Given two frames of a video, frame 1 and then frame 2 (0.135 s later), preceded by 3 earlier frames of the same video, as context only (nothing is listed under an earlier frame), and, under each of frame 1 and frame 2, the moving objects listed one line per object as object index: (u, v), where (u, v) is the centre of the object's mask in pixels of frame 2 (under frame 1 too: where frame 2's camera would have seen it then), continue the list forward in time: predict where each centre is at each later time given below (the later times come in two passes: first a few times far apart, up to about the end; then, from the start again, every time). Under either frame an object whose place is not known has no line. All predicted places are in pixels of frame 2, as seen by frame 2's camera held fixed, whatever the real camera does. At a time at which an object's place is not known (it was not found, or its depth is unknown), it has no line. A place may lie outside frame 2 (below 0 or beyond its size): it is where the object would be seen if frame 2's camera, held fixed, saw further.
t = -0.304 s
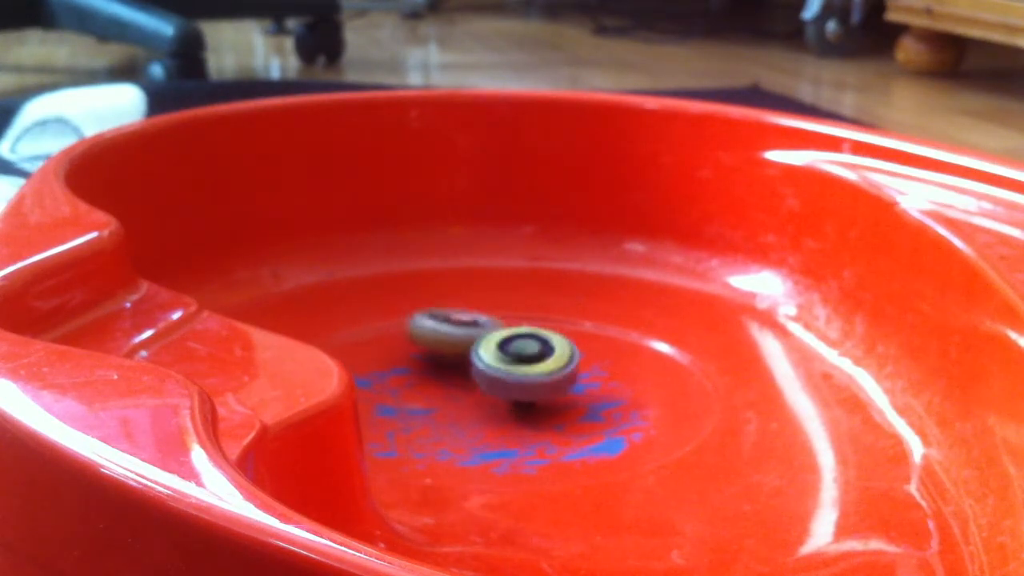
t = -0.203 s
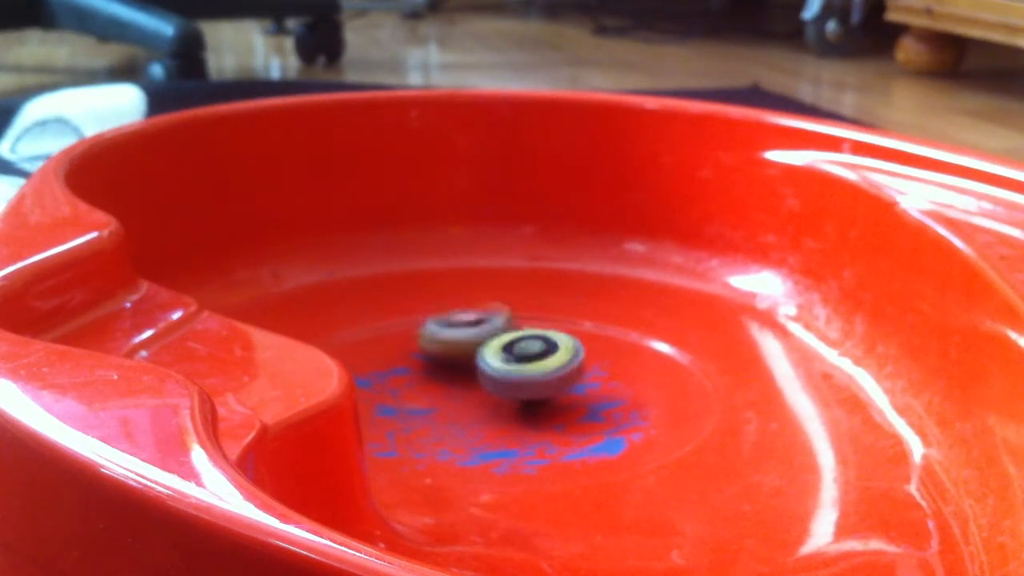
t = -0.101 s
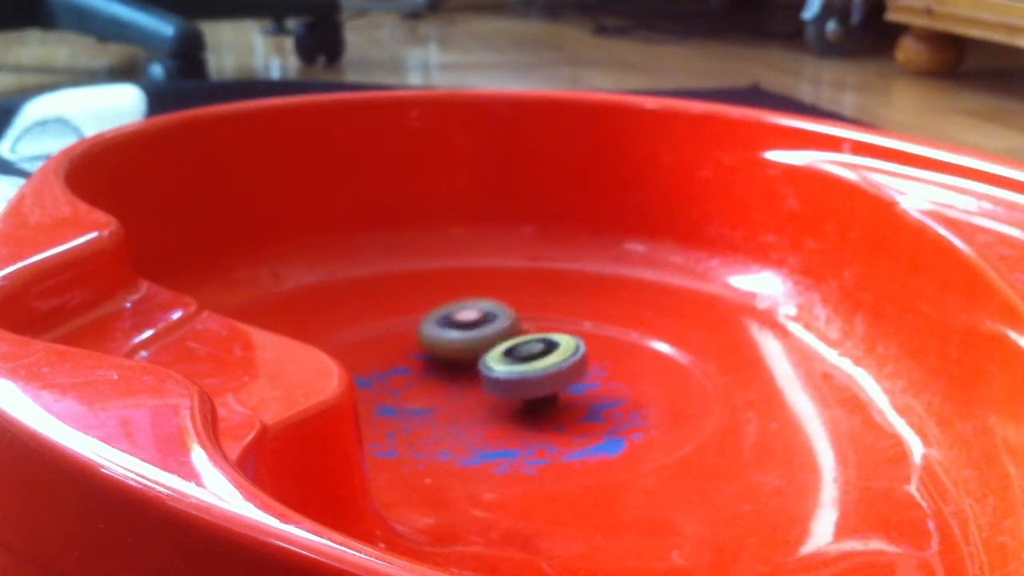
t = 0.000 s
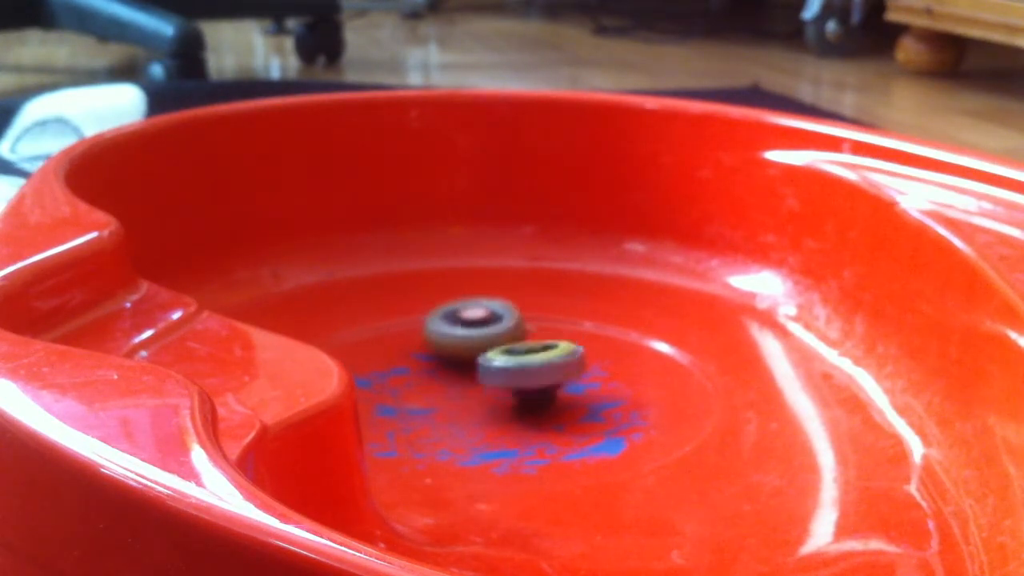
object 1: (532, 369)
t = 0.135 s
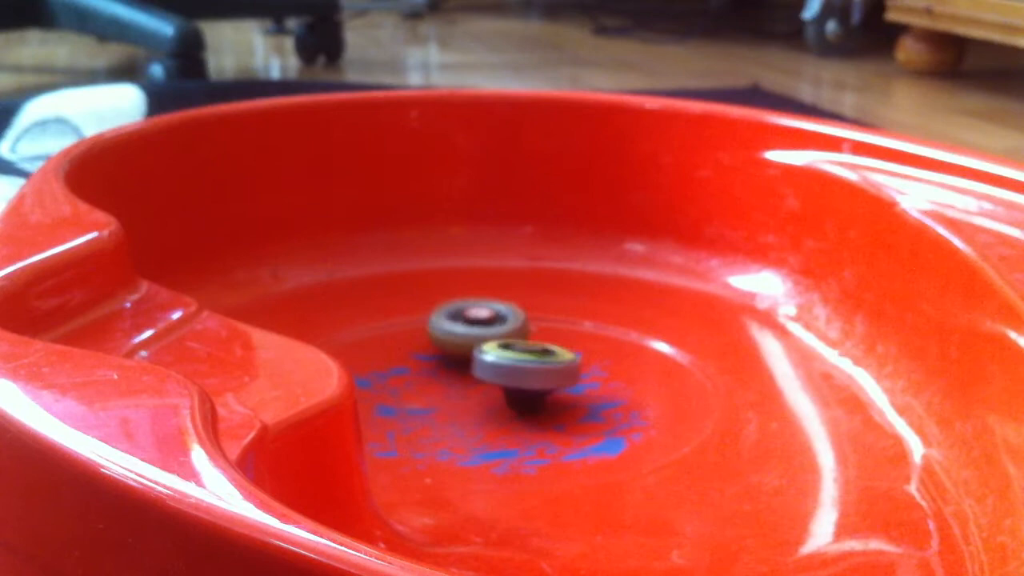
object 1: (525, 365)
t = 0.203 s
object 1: (525, 364)
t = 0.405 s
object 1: (525, 365)
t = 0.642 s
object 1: (520, 365)
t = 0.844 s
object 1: (518, 366)
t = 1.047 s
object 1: (503, 371)
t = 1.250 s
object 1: (500, 366)
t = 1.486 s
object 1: (499, 367)
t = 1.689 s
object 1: (493, 369)
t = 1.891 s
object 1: (474, 371)
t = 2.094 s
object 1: (471, 364)
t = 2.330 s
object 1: (480, 362)
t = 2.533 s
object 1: (465, 364)
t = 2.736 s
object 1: (461, 362)
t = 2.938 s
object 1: (473, 361)
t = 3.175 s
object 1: (476, 358)
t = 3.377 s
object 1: (482, 363)
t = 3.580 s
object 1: (468, 361)
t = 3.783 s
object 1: (466, 359)
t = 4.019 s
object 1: (475, 362)
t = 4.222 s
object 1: (474, 366)
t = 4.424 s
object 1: (471, 364)
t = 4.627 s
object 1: (474, 353)
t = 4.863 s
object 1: (481, 359)
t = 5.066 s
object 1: (486, 351)
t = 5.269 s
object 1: (481, 356)
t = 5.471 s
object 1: (474, 357)
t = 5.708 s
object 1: (478, 351)
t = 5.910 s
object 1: (486, 357)
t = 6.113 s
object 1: (464, 364)
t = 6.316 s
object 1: (462, 356)
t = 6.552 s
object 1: (484, 355)
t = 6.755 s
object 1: (479, 352)
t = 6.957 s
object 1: (484, 346)
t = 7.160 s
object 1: (496, 352)
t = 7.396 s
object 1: (490, 345)
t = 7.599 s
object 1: (489, 352)
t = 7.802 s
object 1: (477, 348)
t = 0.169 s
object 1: (524, 370)
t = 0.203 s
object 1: (525, 364)
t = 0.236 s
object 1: (523, 365)
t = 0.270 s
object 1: (523, 364)
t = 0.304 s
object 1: (524, 363)
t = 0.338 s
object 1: (523, 364)
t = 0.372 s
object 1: (523, 364)
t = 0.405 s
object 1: (525, 365)
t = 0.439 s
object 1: (521, 366)
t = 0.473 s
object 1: (520, 365)
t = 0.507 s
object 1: (522, 365)
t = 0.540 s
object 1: (521, 366)
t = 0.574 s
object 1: (519, 365)
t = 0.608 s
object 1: (520, 364)
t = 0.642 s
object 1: (520, 365)
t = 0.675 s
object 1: (519, 364)
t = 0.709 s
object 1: (518, 364)
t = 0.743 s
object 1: (519, 365)
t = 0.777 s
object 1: (517, 364)
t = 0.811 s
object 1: (517, 363)
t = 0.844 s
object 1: (518, 366)
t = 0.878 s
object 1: (515, 366)
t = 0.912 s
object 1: (514, 366)
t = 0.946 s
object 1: (514, 367)
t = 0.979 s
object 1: (510, 368)
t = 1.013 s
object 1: (506, 369)
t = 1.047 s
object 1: (503, 371)
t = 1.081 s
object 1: (499, 369)
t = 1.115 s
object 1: (500, 366)
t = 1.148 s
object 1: (501, 366)
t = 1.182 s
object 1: (500, 366)
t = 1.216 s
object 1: (499, 366)
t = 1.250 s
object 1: (500, 366)
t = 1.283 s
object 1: (499, 367)
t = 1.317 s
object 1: (498, 366)
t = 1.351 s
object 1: (498, 366)
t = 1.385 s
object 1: (498, 366)
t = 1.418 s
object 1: (499, 366)
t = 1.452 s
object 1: (500, 368)
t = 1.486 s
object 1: (499, 367)
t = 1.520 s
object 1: (500, 367)
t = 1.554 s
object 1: (501, 367)
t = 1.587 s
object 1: (499, 368)
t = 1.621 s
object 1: (497, 368)
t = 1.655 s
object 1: (496, 369)
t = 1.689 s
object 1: (493, 369)
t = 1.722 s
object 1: (490, 370)
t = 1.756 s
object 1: (489, 371)
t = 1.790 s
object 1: (486, 372)
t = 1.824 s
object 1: (481, 371)
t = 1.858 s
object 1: (476, 370)
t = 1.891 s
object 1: (474, 371)
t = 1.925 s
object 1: (472, 369)
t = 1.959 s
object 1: (470, 368)
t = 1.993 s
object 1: (470, 367)
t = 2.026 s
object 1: (469, 367)
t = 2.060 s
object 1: (470, 366)
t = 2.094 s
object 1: (471, 364)
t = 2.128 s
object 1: (473, 364)
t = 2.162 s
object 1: (473, 363)
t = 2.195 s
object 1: (475, 362)
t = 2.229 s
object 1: (480, 362)
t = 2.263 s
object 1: (482, 362)
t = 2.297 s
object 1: (482, 361)
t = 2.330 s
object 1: (480, 362)
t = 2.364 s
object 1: (472, 363)
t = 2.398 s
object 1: (469, 364)
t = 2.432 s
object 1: (468, 364)
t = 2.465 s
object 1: (468, 364)
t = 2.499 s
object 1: (466, 364)
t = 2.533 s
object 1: (465, 364)
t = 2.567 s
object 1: (462, 363)
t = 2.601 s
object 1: (463, 364)
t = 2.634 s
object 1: (461, 364)
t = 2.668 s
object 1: (461, 364)
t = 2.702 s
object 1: (461, 362)
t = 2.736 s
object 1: (461, 362)
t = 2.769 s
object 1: (461, 361)
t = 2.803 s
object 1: (464, 362)
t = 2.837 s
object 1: (468, 361)
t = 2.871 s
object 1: (470, 361)
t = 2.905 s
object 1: (470, 360)
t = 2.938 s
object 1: (473, 361)
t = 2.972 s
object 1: (474, 361)
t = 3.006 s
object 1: (473, 361)
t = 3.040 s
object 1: (471, 361)
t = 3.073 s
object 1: (473, 359)
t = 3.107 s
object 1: (476, 358)
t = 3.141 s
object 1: (476, 358)
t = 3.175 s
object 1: (476, 358)
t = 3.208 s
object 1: (476, 358)
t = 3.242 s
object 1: (479, 358)
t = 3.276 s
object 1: (480, 359)
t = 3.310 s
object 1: (480, 360)
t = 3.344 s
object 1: (481, 362)
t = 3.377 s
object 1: (482, 363)
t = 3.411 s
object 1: (480, 363)
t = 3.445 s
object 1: (479, 362)
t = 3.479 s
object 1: (480, 362)
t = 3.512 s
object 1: (479, 362)
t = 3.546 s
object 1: (471, 364)
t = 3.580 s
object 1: (468, 361)
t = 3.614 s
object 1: (466, 361)
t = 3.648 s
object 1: (466, 361)
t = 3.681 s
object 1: (465, 361)
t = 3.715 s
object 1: (465, 361)
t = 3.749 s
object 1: (466, 359)
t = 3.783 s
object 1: (466, 359)
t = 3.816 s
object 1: (466, 360)
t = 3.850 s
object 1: (465, 360)
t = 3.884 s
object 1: (467, 361)
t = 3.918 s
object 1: (472, 362)
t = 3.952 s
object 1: (474, 362)
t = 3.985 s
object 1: (474, 362)
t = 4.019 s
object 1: (475, 362)
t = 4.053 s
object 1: (475, 363)
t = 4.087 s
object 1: (475, 364)
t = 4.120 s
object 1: (474, 365)
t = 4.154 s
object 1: (473, 365)
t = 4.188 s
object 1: (474, 364)
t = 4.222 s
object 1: (474, 366)
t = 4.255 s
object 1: (473, 368)
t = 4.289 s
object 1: (471, 362)
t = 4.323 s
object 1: (471, 363)
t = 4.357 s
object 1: (471, 363)
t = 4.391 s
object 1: (471, 363)
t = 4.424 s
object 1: (471, 364)
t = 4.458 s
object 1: (474, 364)
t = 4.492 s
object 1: (478, 364)
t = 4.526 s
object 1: (476, 363)
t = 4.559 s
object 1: (470, 361)
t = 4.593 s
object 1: (471, 357)
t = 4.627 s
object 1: (474, 353)
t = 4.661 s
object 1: (479, 354)
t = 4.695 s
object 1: (482, 356)
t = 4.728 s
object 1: (484, 357)
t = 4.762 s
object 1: (484, 358)
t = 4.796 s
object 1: (484, 358)
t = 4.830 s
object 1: (484, 359)
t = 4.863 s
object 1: (481, 359)
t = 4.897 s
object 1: (478, 356)
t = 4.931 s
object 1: (479, 356)
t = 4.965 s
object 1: (482, 352)
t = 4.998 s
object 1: (486, 355)
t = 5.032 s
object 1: (484, 352)
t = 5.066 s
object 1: (486, 351)
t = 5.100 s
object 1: (487, 352)
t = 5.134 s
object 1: (488, 354)
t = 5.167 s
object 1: (487, 355)
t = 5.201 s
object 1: (485, 357)
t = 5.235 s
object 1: (482, 356)
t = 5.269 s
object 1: (481, 356)
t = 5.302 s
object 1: (481, 353)
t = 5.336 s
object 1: (481, 353)
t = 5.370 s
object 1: (481, 354)
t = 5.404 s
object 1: (477, 359)
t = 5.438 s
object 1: (476, 357)
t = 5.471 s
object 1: (474, 357)
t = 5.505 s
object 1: (472, 352)
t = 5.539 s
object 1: (471, 352)
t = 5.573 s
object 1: (472, 353)
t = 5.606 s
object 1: (471, 354)
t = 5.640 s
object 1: (473, 354)
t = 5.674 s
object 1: (475, 352)
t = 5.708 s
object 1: (478, 351)
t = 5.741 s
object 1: (480, 352)
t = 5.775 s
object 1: (482, 353)
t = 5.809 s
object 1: (483, 353)
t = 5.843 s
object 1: (485, 355)
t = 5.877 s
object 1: (486, 356)
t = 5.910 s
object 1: (486, 357)
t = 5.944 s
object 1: (485, 357)
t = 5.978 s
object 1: (484, 357)
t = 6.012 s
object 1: (480, 359)
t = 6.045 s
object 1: (475, 359)
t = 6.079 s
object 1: (470, 365)
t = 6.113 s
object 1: (464, 364)
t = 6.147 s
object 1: (461, 357)
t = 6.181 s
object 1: (460, 358)
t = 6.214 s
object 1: (460, 356)
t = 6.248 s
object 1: (462, 357)
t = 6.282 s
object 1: (462, 356)
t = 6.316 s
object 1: (462, 356)
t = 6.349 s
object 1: (466, 356)
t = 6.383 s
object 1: (470, 355)
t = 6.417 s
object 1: (474, 355)
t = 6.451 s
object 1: (479, 355)
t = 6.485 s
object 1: (482, 355)
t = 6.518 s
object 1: (481, 354)
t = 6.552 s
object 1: (484, 355)
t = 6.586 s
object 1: (485, 356)
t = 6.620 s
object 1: (483, 357)
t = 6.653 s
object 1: (481, 358)
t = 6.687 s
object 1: (481, 354)
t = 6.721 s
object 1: (481, 353)
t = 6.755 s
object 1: (479, 352)
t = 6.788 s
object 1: (482, 356)
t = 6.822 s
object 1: (485, 352)
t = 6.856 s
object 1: (483, 350)
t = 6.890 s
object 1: (483, 349)
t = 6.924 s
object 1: (483, 347)
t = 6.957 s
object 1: (484, 346)
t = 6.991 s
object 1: (488, 345)
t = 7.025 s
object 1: (492, 348)
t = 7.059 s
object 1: (491, 350)
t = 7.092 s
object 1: (493, 352)
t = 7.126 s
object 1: (495, 349)
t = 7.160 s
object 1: (496, 352)
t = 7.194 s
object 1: (495, 354)
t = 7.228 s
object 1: (496, 354)
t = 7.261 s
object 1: (495, 351)
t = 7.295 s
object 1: (494, 347)
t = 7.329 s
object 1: (490, 346)
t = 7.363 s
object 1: (490, 345)
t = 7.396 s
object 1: (490, 345)
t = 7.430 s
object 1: (490, 348)
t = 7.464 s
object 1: (491, 350)
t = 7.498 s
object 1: (492, 352)
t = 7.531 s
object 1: (491, 357)
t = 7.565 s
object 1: (491, 350)
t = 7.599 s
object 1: (489, 352)
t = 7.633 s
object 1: (487, 351)
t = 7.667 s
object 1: (485, 348)
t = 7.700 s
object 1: (482, 348)
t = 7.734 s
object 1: (481, 347)
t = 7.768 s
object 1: (480, 348)
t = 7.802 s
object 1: (477, 348)
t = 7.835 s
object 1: (475, 347)
